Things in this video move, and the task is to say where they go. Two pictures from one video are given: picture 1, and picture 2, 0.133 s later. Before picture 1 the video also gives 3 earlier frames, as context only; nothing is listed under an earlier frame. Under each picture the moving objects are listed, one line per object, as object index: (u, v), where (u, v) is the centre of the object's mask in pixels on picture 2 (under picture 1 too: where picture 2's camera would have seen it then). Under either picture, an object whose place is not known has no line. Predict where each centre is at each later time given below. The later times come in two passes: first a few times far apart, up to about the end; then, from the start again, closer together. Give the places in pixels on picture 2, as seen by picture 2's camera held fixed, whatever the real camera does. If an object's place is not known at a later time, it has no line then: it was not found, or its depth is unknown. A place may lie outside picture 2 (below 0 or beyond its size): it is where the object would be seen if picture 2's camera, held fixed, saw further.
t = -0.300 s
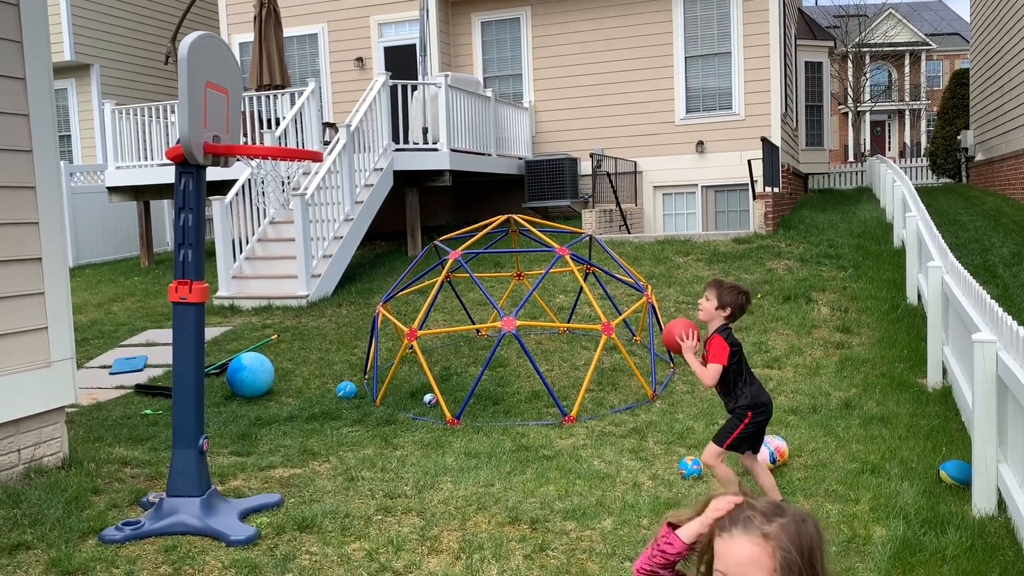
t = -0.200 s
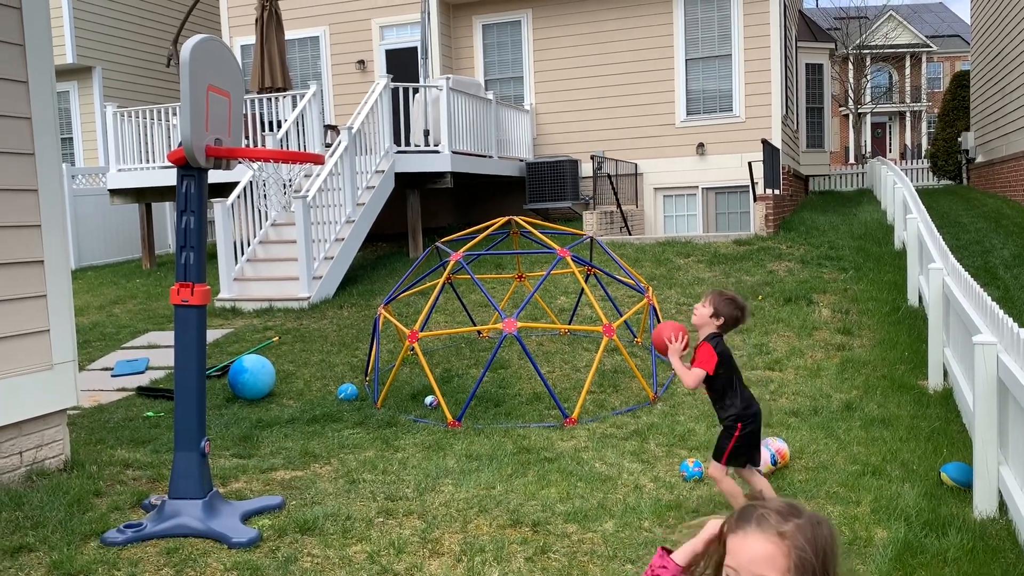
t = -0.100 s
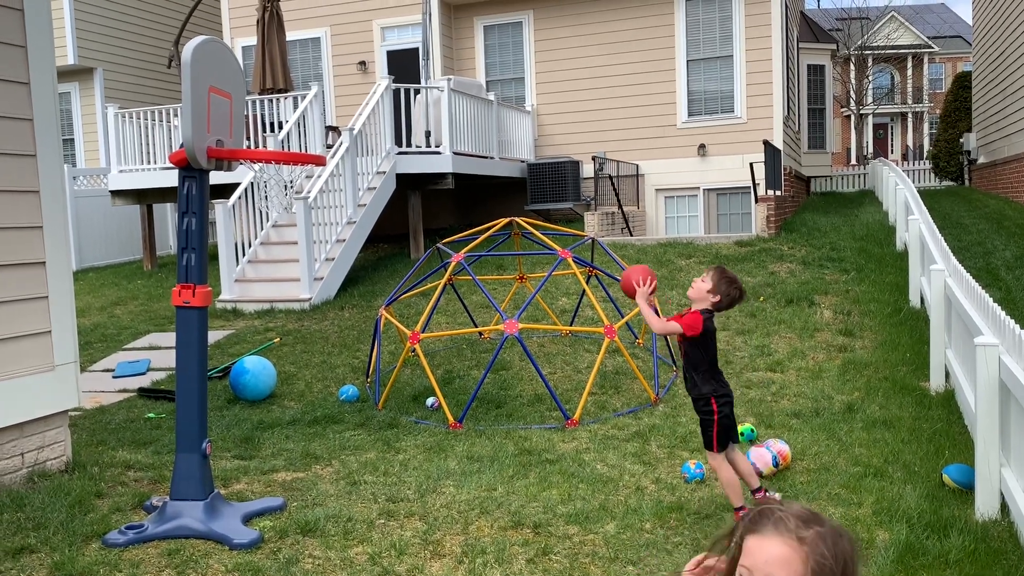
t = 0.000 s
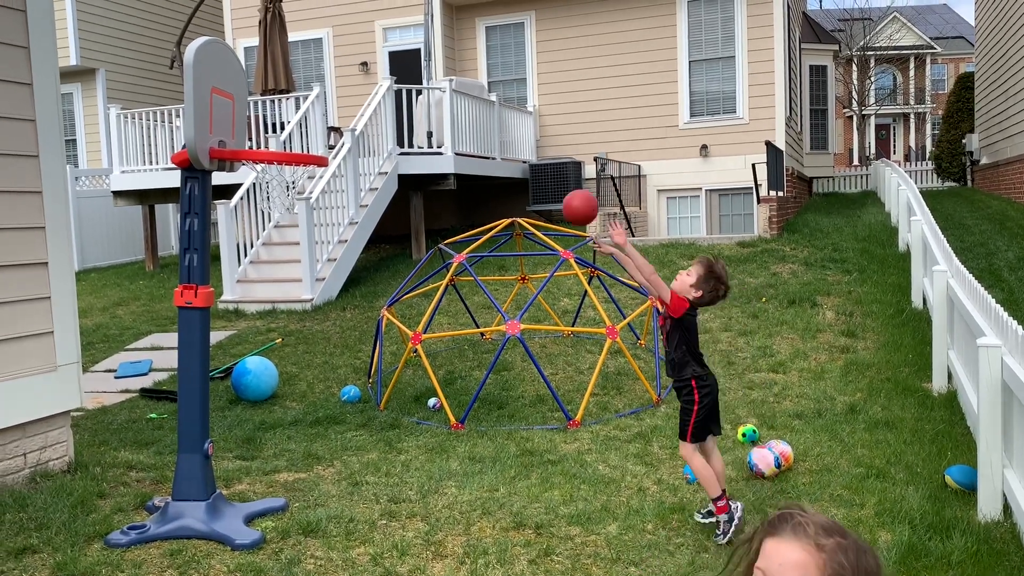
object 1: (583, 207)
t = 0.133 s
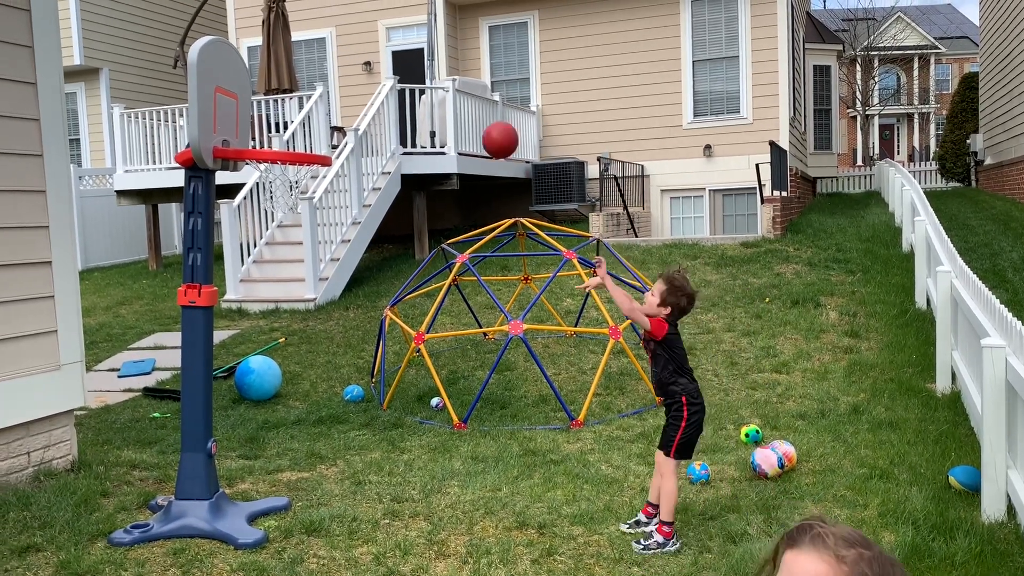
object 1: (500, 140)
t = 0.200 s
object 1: (460, 120)
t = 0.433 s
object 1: (324, 129)
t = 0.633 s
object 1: (265, 176)
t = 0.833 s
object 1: (287, 205)
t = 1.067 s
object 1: (299, 309)
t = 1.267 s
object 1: (309, 483)
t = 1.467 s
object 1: (288, 415)
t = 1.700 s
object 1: (263, 393)
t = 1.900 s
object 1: (246, 463)
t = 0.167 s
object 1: (480, 129)
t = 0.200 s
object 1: (460, 120)
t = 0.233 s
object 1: (440, 114)
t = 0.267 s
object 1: (420, 110)
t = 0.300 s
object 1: (401, 109)
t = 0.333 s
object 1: (381, 110)
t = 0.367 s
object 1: (362, 114)
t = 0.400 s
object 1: (342, 121)
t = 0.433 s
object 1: (324, 129)
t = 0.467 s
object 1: (305, 138)
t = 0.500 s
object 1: (287, 151)
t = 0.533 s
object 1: (269, 173)
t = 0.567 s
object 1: (260, 177)
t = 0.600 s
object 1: (260, 177)
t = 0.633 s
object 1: (265, 176)
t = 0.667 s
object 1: (268, 177)
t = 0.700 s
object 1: (272, 180)
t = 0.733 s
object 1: (277, 186)
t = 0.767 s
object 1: (281, 192)
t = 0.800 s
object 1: (284, 199)
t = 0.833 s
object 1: (287, 205)
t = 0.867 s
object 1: (288, 213)
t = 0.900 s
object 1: (289, 223)
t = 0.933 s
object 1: (290, 236)
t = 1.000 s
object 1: (295, 268)
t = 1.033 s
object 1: (297, 287)
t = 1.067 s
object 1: (299, 309)
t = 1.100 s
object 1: (301, 333)
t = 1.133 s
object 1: (303, 359)
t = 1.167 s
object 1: (304, 387)
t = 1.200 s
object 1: (306, 417)
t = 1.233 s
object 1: (308, 449)
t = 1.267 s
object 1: (309, 483)
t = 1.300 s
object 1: (310, 501)
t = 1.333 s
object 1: (305, 479)
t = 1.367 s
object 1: (300, 460)
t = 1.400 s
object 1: (296, 443)
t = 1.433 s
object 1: (292, 428)
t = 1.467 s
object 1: (288, 415)
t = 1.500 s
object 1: (285, 405)
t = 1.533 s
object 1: (281, 397)
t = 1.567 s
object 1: (277, 391)
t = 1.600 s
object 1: (273, 388)
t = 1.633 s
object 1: (270, 388)
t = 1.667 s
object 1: (267, 389)
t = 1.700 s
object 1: (263, 393)
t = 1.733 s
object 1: (259, 398)
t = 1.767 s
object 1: (256, 407)
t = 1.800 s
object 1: (254, 417)
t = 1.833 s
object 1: (251, 430)
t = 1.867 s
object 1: (248, 446)
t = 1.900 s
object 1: (246, 463)
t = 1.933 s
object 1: (243, 483)
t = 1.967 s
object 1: (252, 487)
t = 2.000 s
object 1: (268, 481)
